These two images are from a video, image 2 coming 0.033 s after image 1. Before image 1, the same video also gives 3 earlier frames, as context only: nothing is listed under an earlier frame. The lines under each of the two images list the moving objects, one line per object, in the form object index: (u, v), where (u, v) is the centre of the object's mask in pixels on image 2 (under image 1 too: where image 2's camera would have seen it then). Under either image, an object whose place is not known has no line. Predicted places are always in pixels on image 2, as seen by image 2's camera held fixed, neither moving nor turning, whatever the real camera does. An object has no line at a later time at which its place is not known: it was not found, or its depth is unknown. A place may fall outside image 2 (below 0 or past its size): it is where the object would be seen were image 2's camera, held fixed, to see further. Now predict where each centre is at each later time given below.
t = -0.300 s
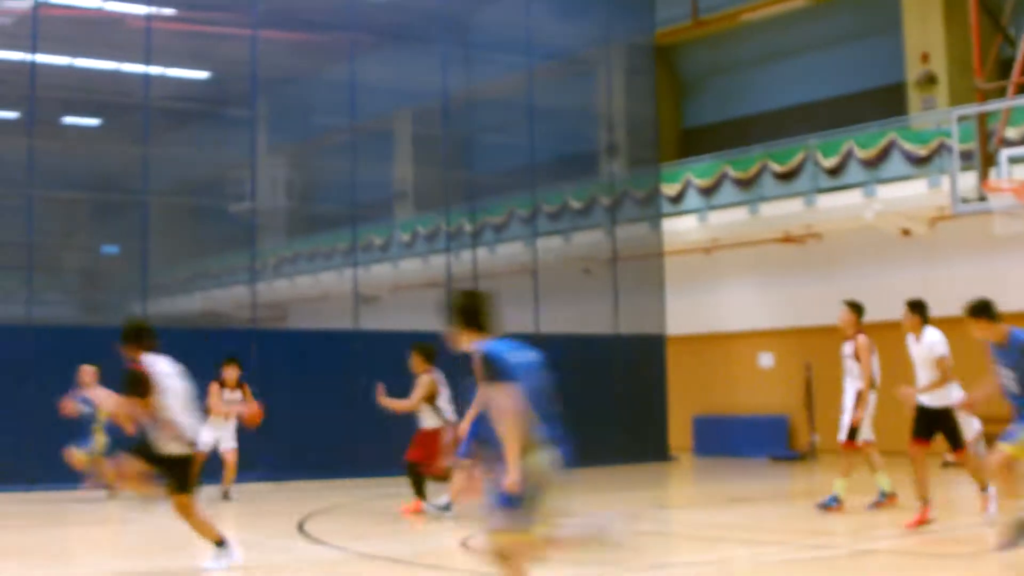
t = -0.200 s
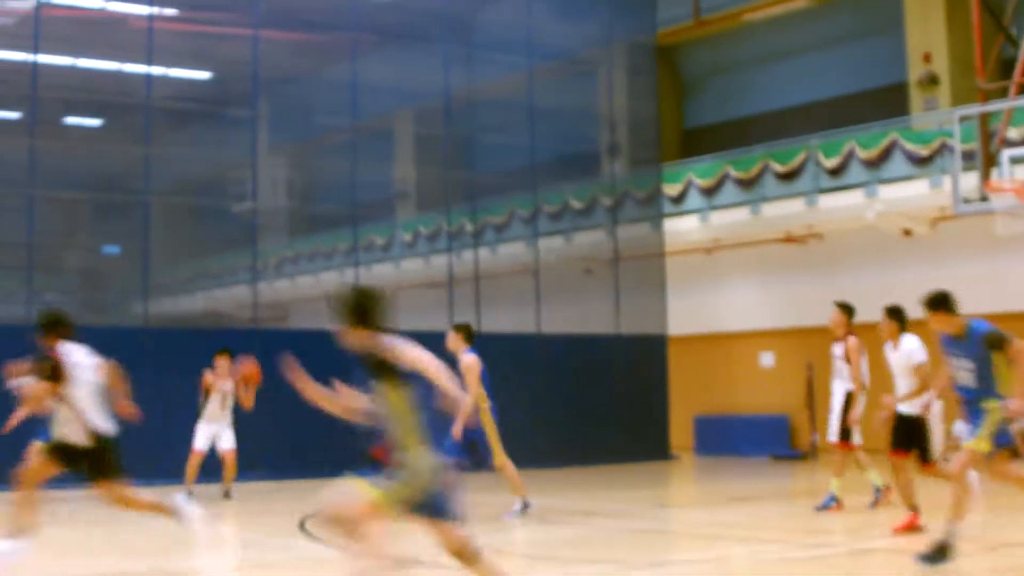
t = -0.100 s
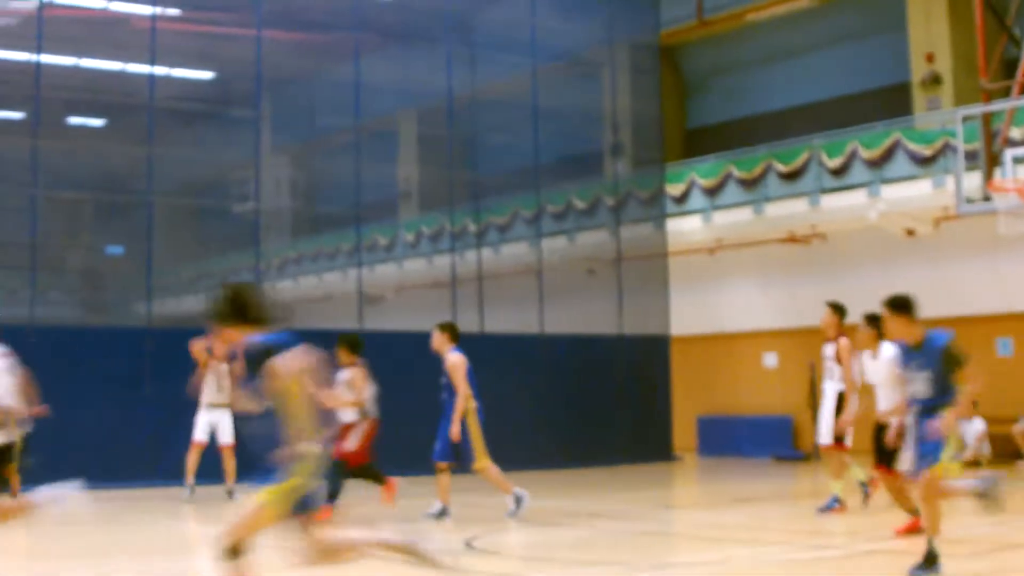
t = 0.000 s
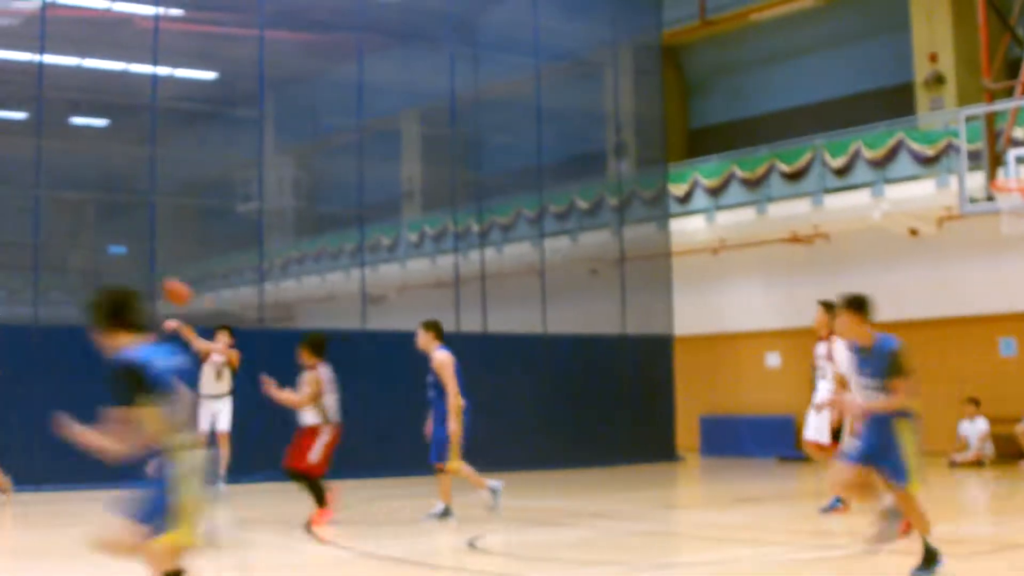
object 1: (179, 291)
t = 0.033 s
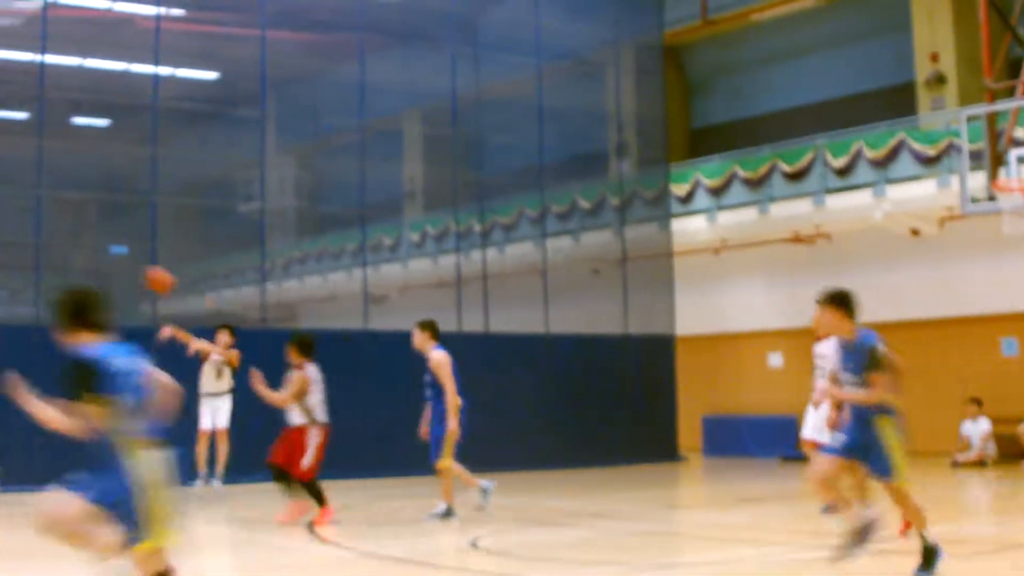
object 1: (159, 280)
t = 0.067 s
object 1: (138, 269)
